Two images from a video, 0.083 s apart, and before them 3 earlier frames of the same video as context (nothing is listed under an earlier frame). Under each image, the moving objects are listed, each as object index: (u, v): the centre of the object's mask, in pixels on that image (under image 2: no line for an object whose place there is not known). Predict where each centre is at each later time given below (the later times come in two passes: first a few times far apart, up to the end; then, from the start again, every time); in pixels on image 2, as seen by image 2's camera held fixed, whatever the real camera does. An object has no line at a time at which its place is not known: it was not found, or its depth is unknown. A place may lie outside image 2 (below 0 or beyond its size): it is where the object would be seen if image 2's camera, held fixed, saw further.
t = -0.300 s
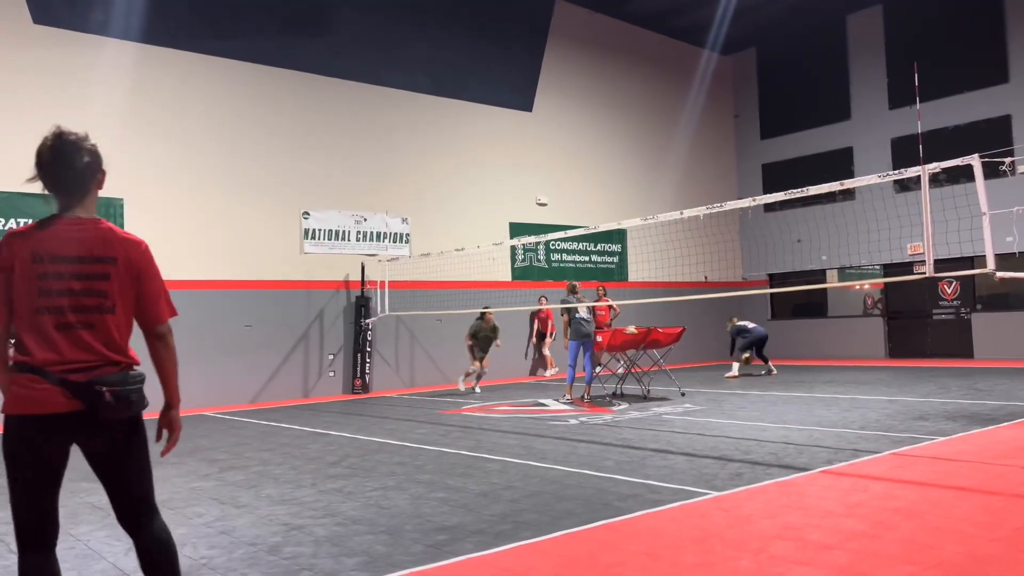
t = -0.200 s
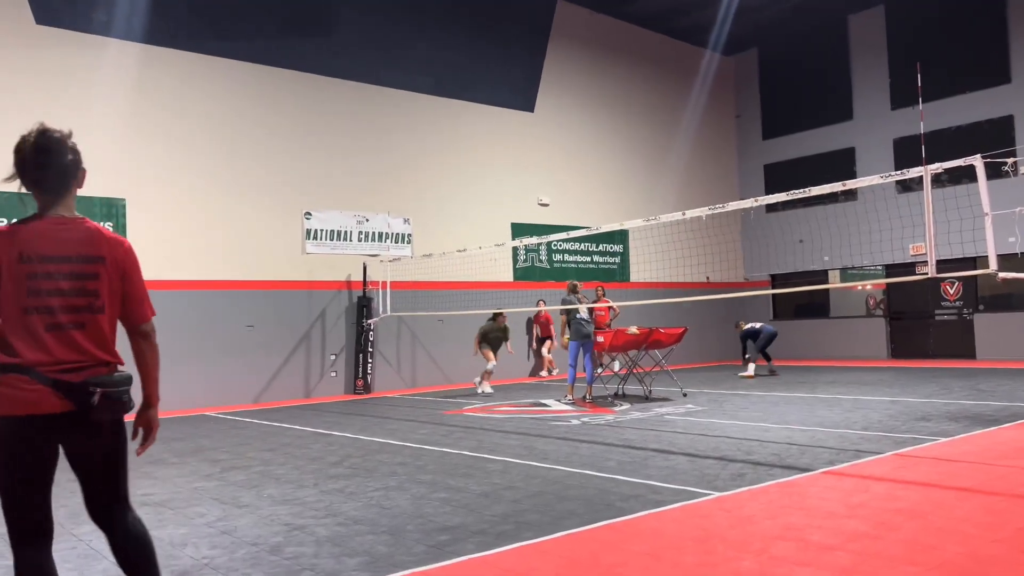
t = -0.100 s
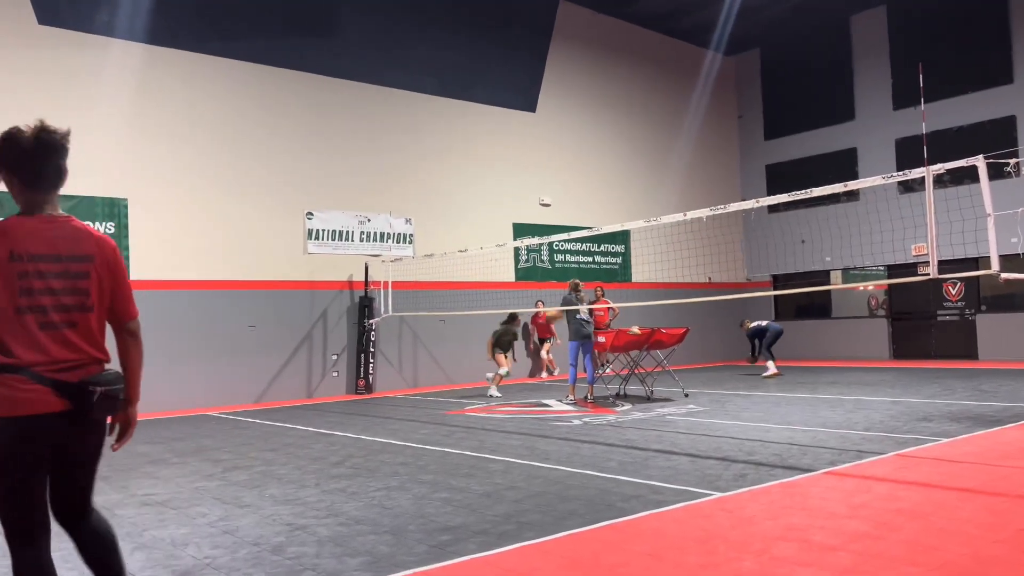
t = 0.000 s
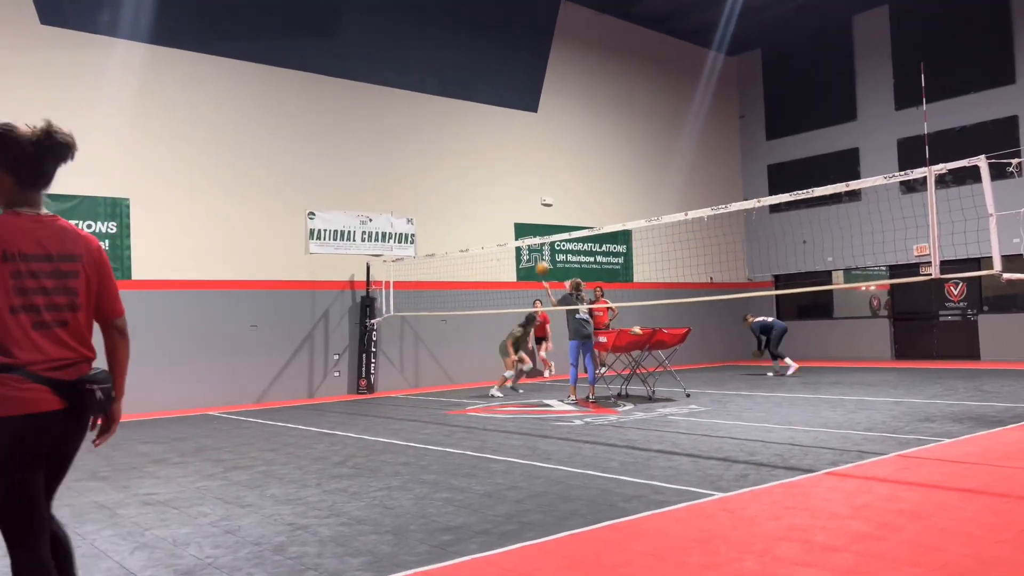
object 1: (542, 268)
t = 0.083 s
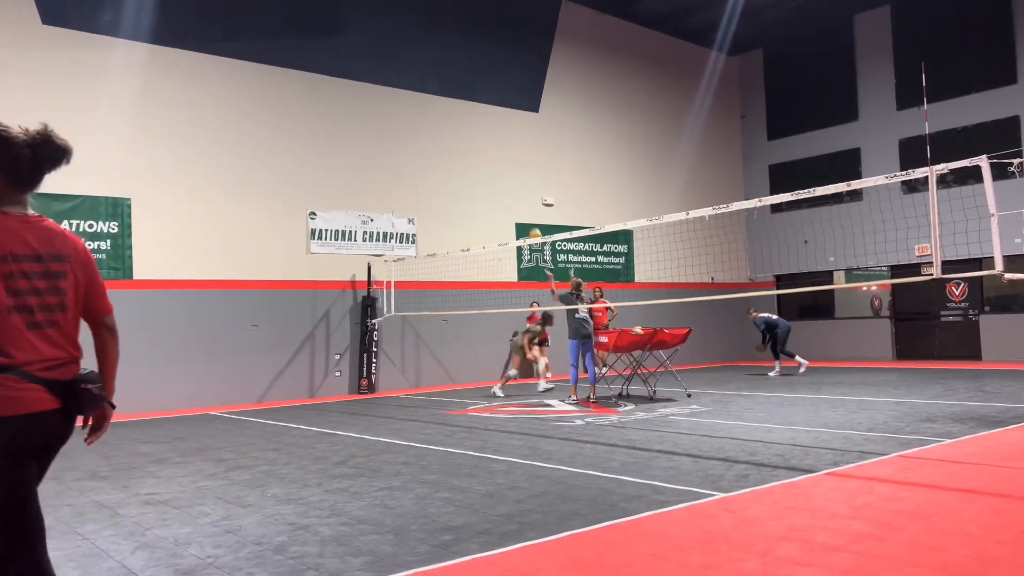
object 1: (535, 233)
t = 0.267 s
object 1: (518, 184)
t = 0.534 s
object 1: (498, 151)
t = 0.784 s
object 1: (483, 159)
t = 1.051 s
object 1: (469, 208)
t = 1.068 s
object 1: (468, 212)
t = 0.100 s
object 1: (534, 230)
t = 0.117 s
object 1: (531, 224)
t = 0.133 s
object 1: (529, 219)
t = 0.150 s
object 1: (528, 214)
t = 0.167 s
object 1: (526, 209)
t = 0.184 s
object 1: (525, 204)
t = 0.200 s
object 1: (523, 200)
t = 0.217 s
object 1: (522, 195)
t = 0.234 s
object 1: (521, 191)
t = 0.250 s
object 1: (519, 187)
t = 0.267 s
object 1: (518, 184)
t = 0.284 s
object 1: (517, 180)
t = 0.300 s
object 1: (516, 177)
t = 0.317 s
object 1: (514, 174)
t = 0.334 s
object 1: (513, 171)
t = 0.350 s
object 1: (511, 168)
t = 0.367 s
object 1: (510, 165)
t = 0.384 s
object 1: (509, 163)
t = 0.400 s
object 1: (508, 161)
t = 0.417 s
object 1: (507, 159)
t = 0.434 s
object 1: (505, 157)
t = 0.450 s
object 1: (504, 156)
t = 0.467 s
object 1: (503, 154)
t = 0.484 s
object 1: (502, 153)
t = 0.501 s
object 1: (501, 152)
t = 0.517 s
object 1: (500, 151)
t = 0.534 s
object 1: (498, 151)
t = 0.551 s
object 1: (497, 150)
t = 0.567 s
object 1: (496, 150)
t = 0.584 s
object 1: (495, 150)
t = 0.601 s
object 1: (494, 149)
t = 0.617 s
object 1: (493, 150)
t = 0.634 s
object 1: (492, 150)
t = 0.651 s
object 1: (491, 150)
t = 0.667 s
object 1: (490, 151)
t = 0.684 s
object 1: (489, 152)
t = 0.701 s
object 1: (488, 153)
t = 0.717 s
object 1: (487, 154)
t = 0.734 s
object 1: (486, 155)
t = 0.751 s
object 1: (485, 156)
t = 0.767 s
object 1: (484, 158)
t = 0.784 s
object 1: (483, 159)
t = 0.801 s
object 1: (482, 161)
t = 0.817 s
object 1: (481, 163)
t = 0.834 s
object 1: (480, 166)
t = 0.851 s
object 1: (479, 168)
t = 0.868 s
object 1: (478, 171)
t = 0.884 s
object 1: (477, 173)
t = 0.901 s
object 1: (476, 176)
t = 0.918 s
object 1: (476, 179)
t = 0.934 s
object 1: (475, 182)
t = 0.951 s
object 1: (474, 186)
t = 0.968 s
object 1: (473, 189)
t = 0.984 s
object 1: (472, 193)
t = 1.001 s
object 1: (472, 196)
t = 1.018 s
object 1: (471, 200)
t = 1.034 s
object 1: (470, 204)
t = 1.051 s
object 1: (469, 208)
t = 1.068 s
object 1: (468, 212)
